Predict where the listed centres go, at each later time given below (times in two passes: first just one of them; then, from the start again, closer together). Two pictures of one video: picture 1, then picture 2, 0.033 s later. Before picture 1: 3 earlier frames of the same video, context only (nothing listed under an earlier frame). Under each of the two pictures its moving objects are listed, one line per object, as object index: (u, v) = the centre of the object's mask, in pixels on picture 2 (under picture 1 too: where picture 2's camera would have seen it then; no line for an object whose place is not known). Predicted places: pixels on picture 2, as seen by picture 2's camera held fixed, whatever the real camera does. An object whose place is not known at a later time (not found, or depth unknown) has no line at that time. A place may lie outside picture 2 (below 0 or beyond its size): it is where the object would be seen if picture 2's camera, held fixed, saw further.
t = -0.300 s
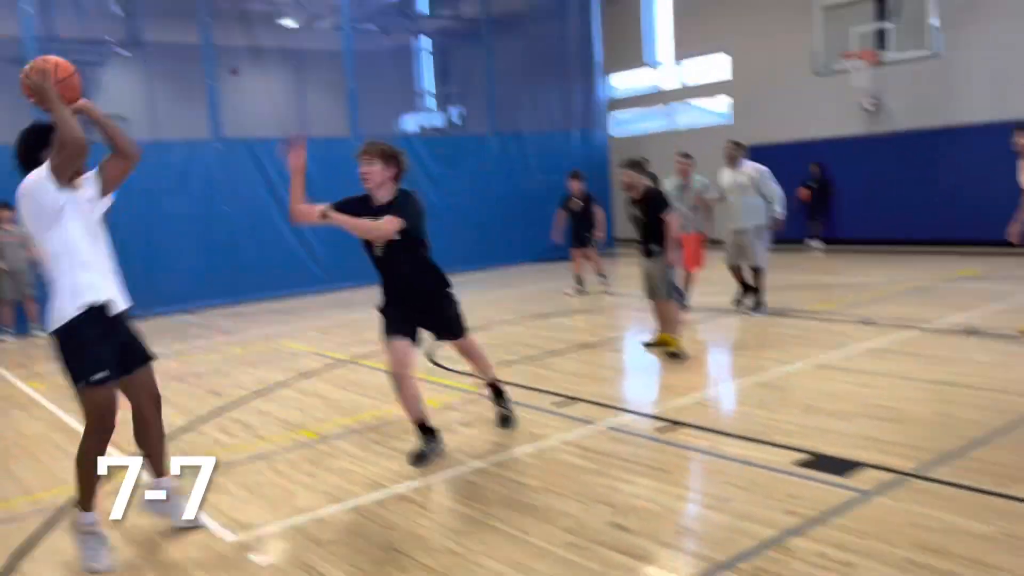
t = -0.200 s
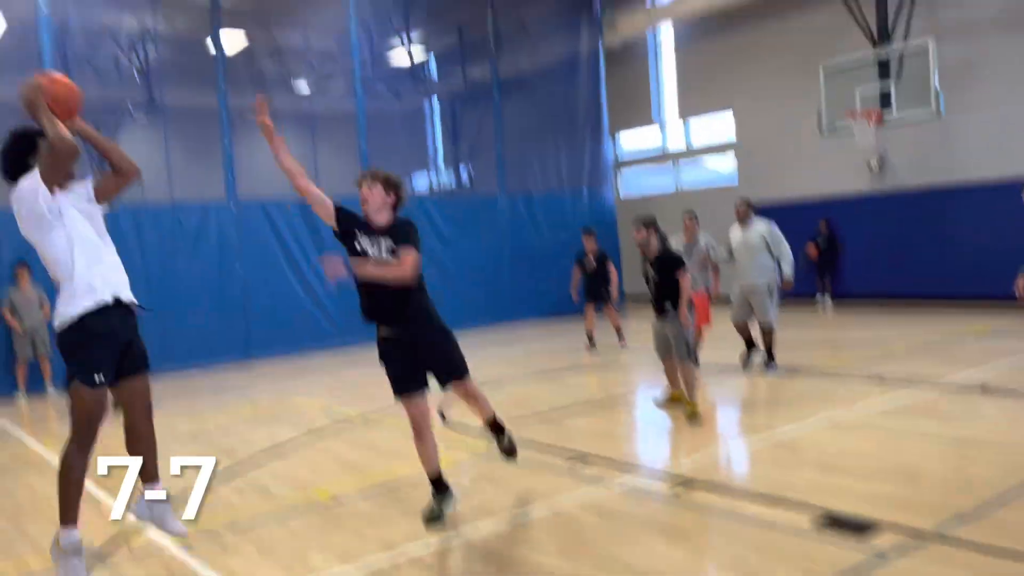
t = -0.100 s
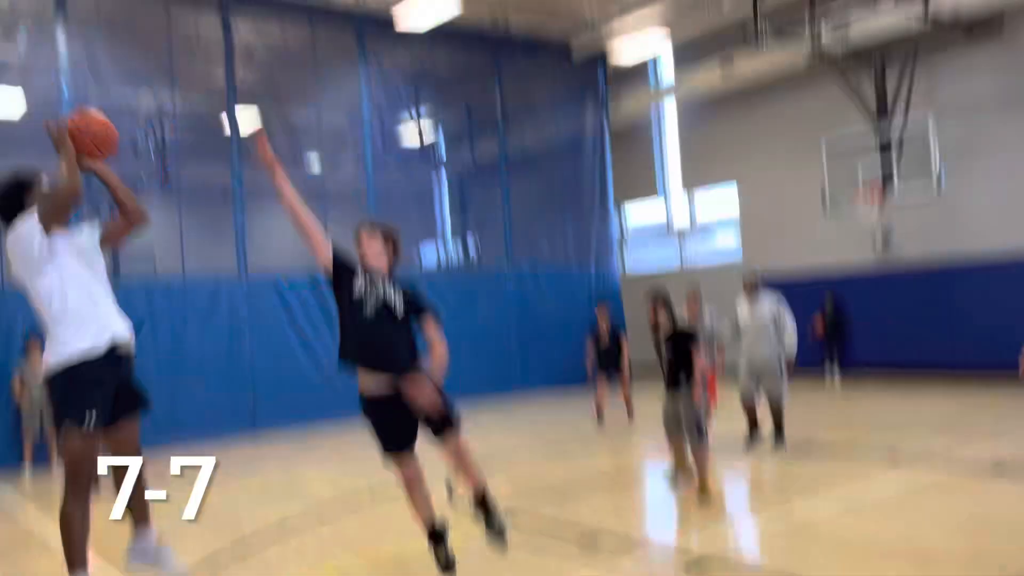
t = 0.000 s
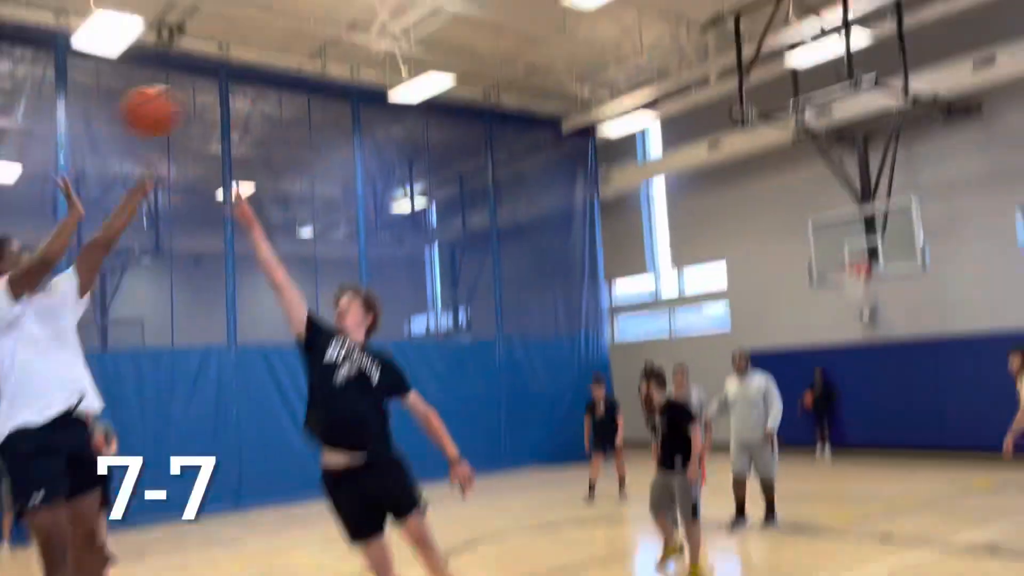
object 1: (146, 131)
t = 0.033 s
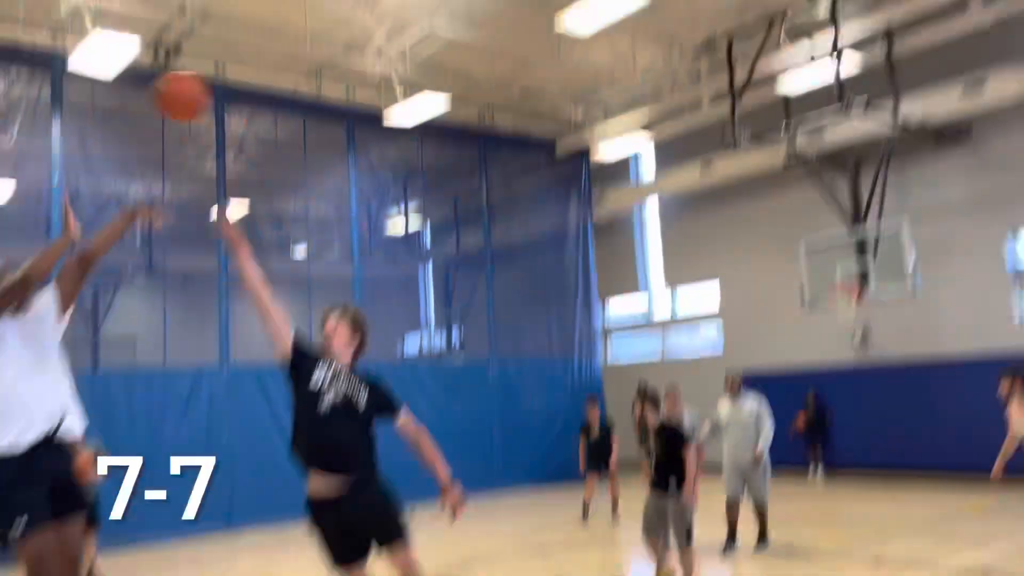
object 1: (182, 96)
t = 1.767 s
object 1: (880, 245)
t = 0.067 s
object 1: (215, 64)
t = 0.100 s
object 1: (248, 31)
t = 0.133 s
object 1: (281, 4)
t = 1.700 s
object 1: (897, 216)
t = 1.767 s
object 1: (880, 245)
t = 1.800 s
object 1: (871, 260)
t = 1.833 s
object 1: (863, 277)
